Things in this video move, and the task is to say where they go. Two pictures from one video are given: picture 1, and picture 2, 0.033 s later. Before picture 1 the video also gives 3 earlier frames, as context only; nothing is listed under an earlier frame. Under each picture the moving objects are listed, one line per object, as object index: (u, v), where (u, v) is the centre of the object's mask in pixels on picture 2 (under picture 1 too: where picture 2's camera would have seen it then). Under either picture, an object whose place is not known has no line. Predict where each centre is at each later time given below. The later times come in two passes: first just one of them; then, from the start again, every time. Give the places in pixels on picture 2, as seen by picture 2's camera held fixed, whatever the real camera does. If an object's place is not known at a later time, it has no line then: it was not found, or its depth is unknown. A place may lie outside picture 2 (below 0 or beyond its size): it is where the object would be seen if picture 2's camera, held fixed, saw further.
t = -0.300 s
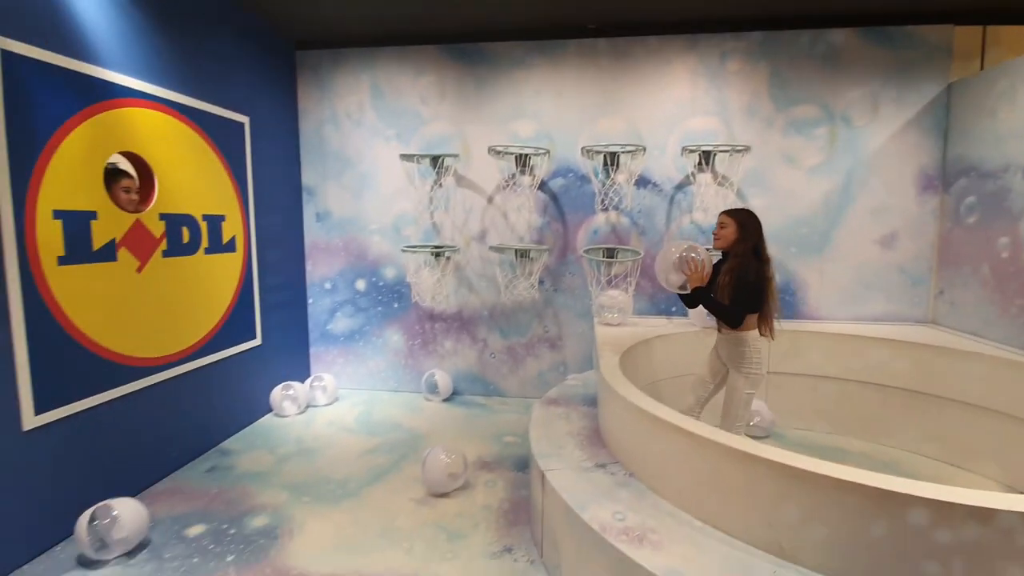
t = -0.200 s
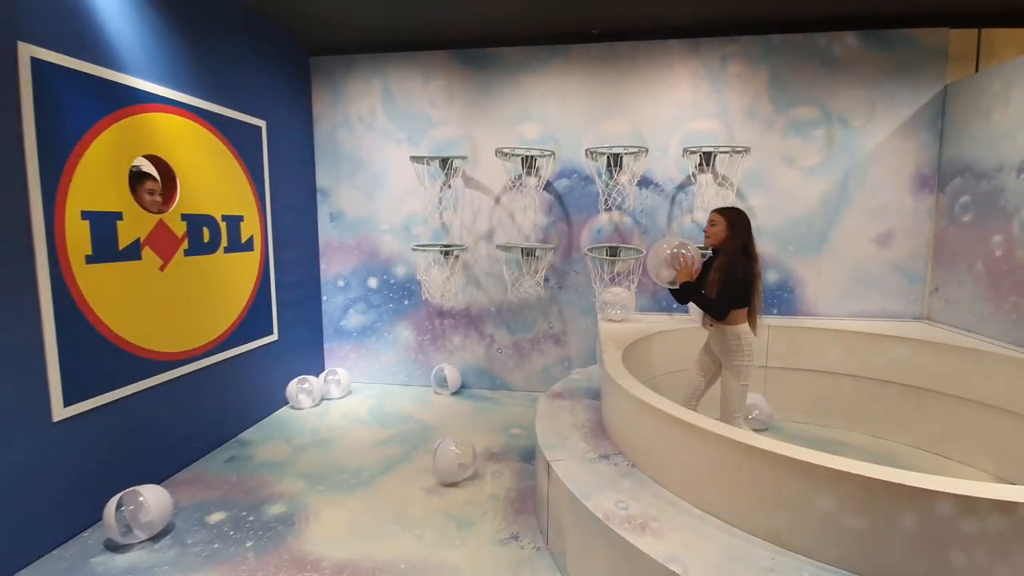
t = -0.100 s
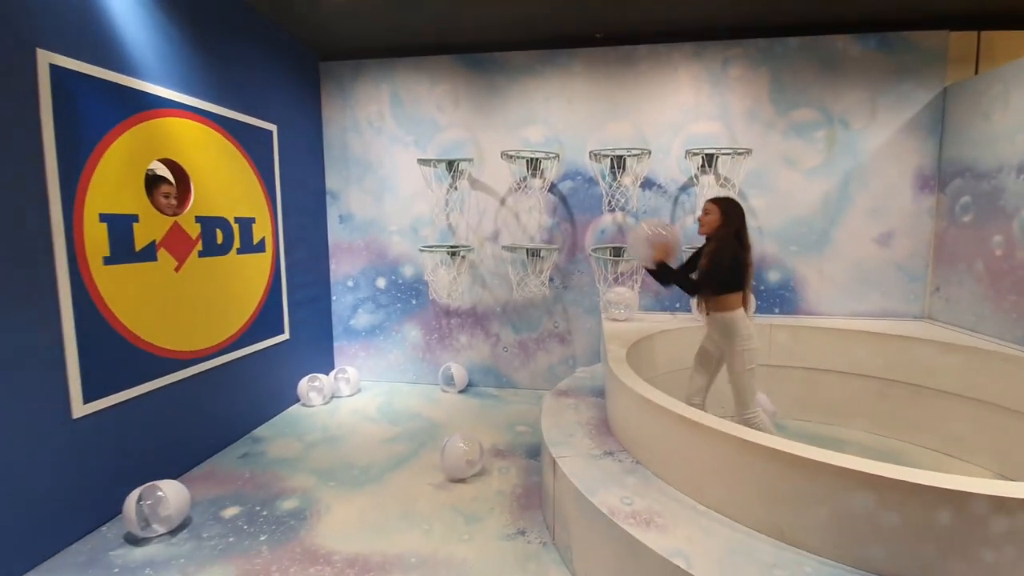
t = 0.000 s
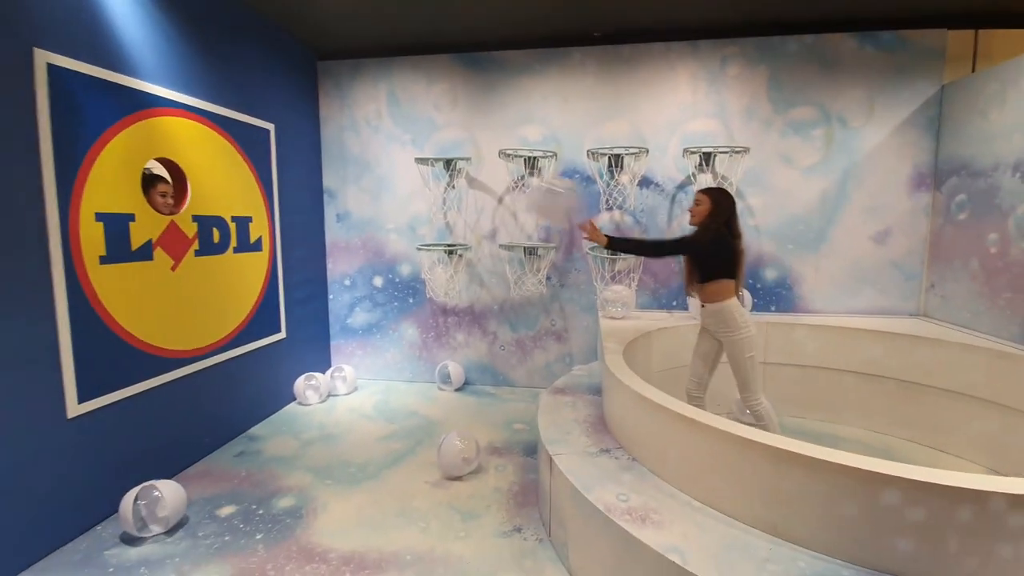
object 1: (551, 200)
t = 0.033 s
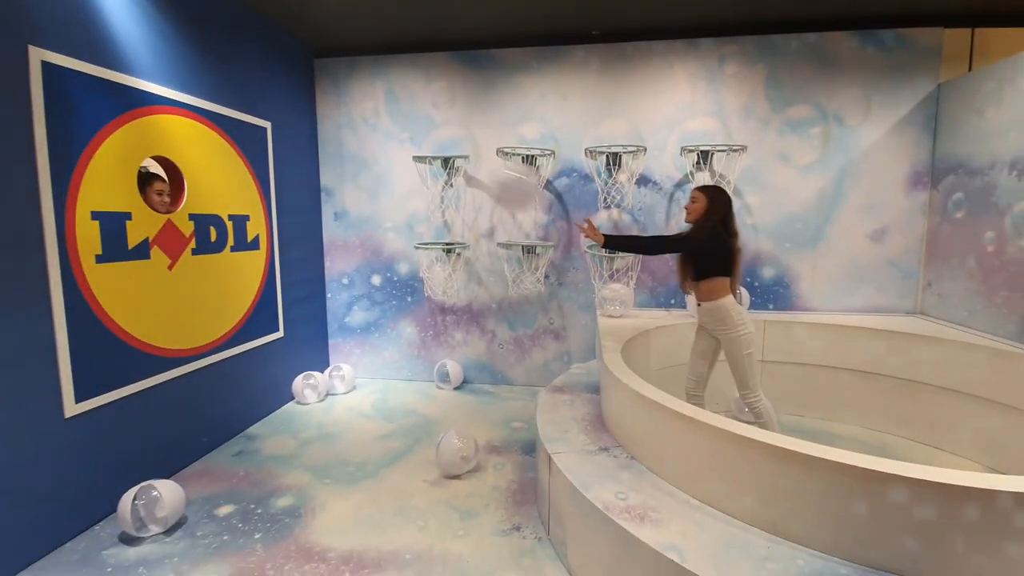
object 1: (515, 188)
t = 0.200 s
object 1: (349, 163)
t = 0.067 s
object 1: (483, 177)
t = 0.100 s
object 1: (446, 172)
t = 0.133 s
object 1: (412, 166)
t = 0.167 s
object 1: (381, 161)
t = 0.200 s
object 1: (349, 163)
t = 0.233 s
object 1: (323, 165)
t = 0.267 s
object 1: (298, 169)
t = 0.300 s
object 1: (276, 175)
